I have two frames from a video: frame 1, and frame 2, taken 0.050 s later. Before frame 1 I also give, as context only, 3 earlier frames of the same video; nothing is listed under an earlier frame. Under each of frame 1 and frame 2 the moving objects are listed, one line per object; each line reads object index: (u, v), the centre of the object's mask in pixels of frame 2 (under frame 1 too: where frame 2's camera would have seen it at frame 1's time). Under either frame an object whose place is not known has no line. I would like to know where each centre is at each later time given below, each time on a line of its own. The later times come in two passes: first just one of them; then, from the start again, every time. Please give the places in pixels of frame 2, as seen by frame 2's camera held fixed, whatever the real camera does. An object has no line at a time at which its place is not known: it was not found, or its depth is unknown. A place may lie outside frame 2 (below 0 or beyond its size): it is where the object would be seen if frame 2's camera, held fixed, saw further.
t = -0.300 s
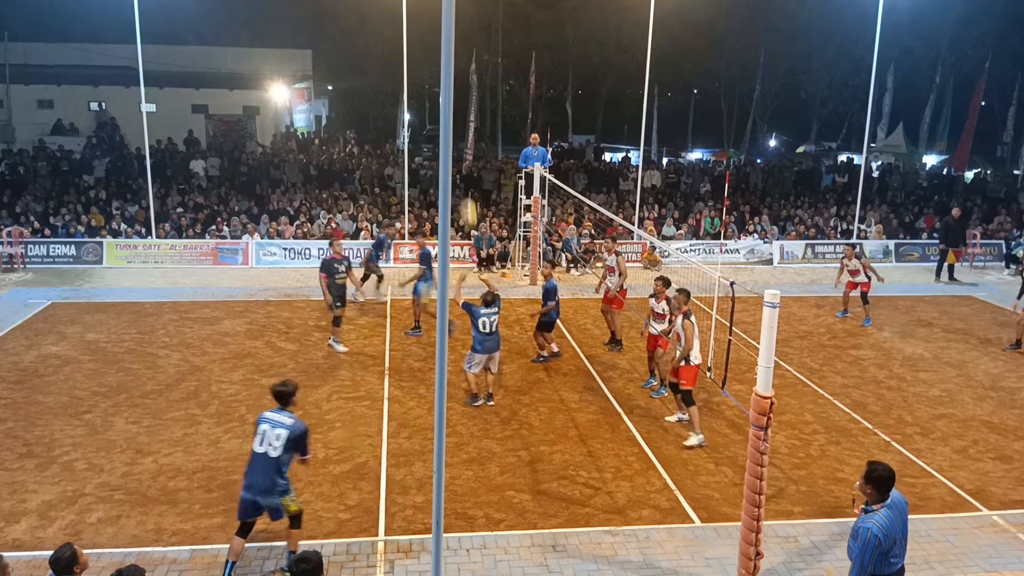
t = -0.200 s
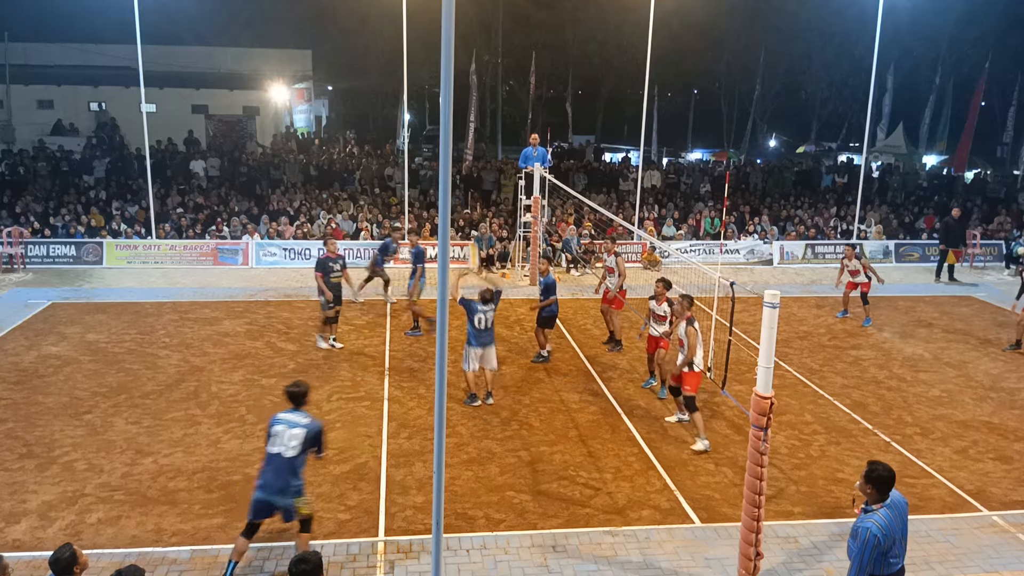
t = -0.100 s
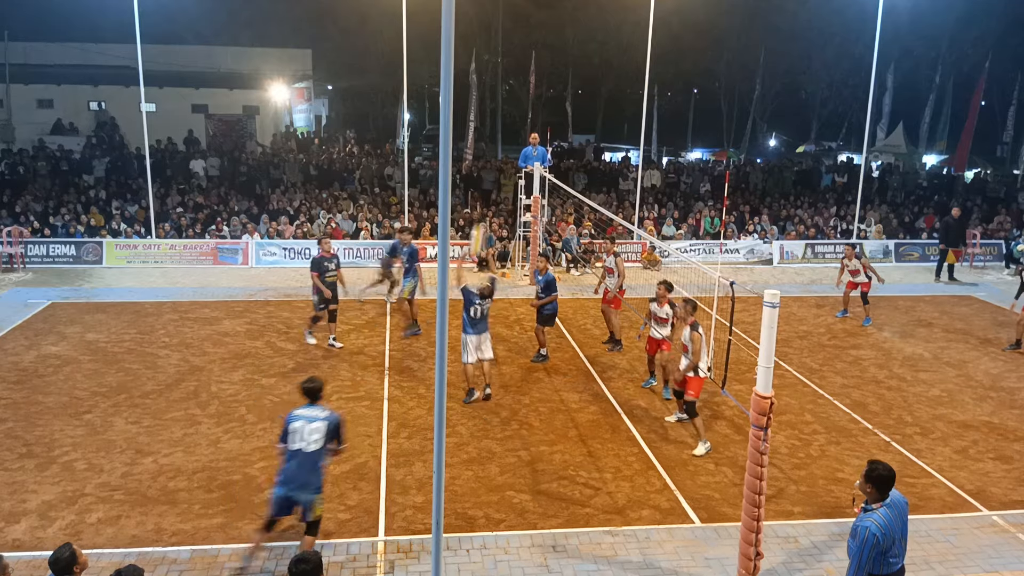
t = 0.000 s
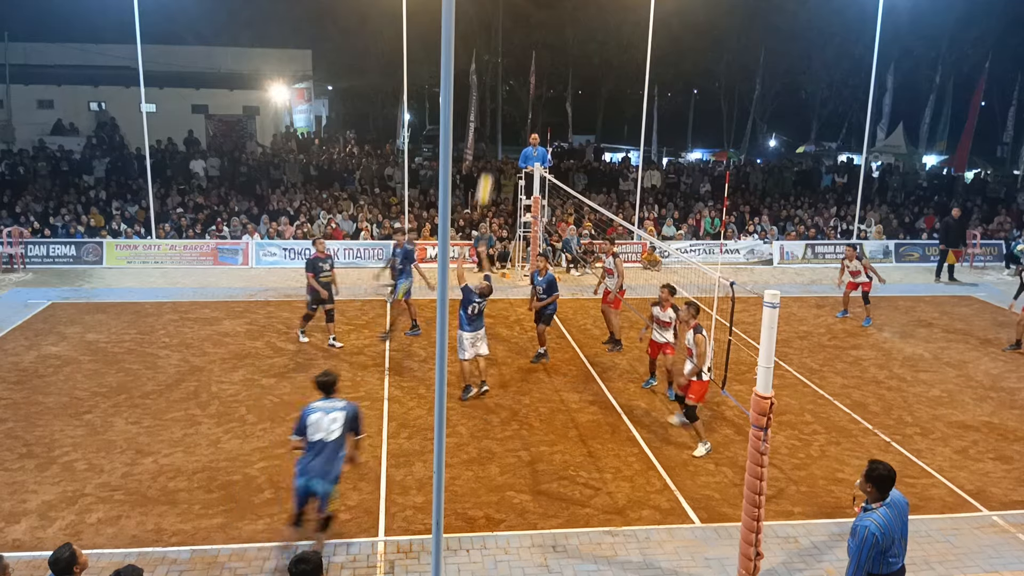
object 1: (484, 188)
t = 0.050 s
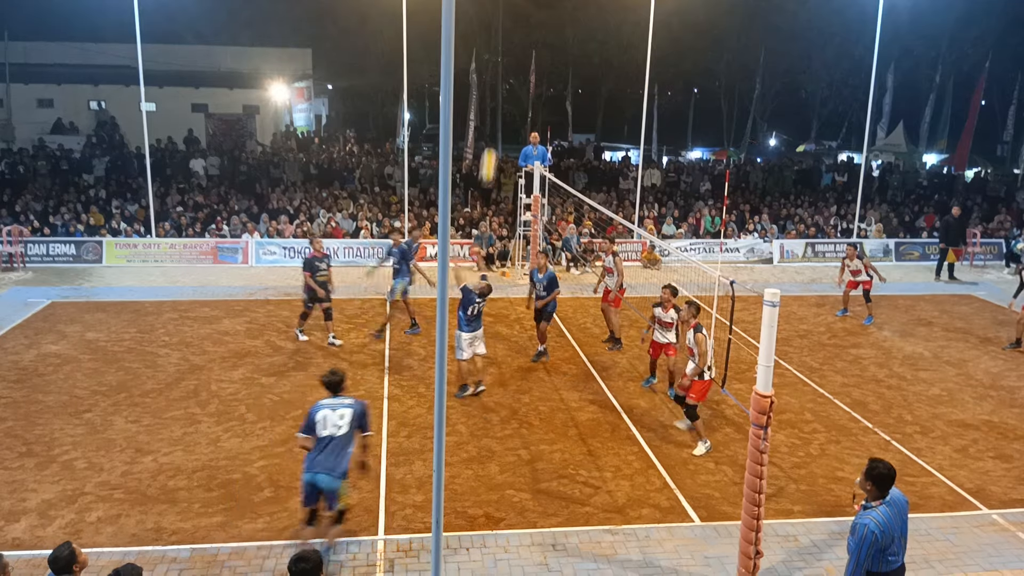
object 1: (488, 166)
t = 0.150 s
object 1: (497, 124)
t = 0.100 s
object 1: (493, 144)
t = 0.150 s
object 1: (497, 124)
